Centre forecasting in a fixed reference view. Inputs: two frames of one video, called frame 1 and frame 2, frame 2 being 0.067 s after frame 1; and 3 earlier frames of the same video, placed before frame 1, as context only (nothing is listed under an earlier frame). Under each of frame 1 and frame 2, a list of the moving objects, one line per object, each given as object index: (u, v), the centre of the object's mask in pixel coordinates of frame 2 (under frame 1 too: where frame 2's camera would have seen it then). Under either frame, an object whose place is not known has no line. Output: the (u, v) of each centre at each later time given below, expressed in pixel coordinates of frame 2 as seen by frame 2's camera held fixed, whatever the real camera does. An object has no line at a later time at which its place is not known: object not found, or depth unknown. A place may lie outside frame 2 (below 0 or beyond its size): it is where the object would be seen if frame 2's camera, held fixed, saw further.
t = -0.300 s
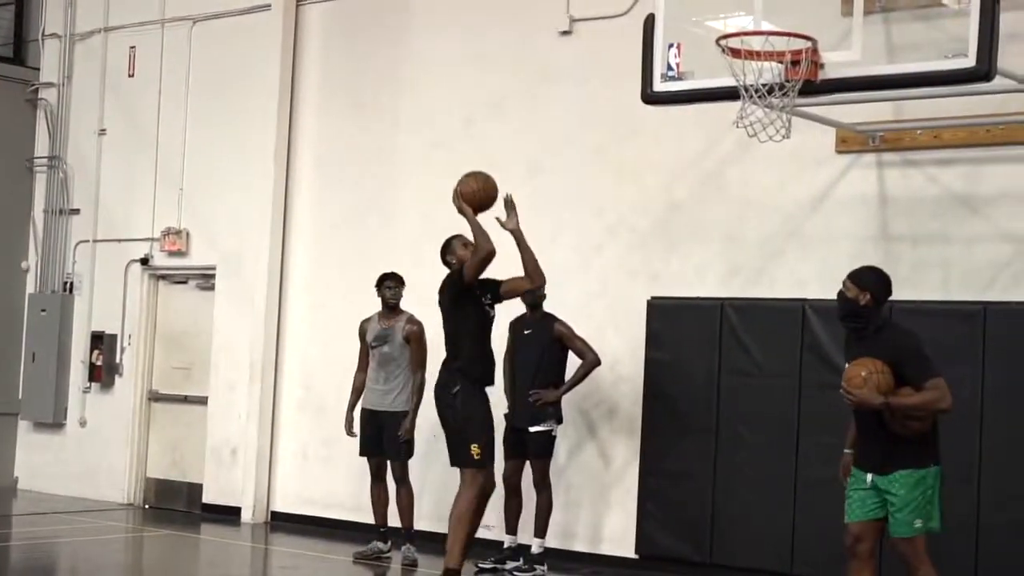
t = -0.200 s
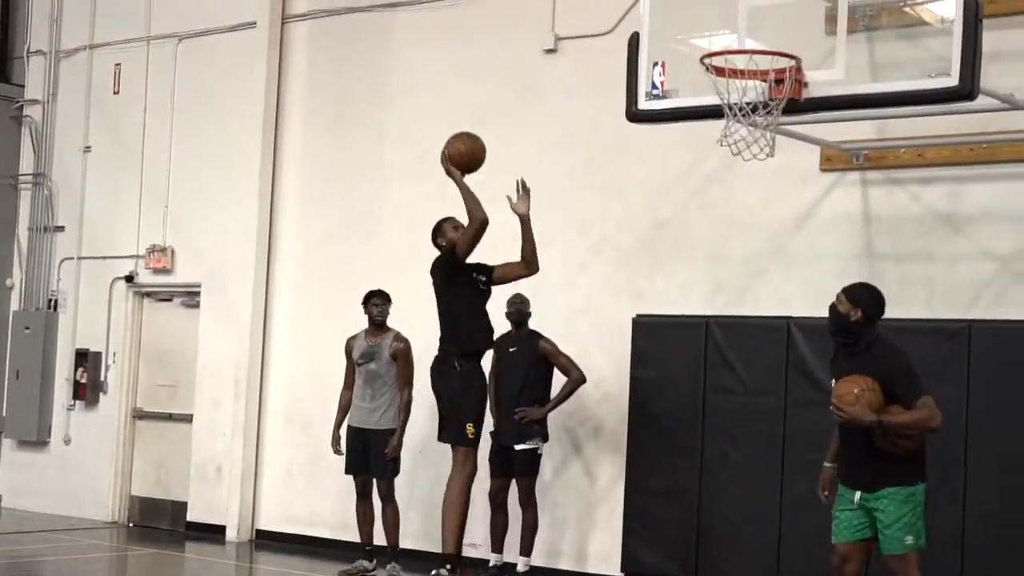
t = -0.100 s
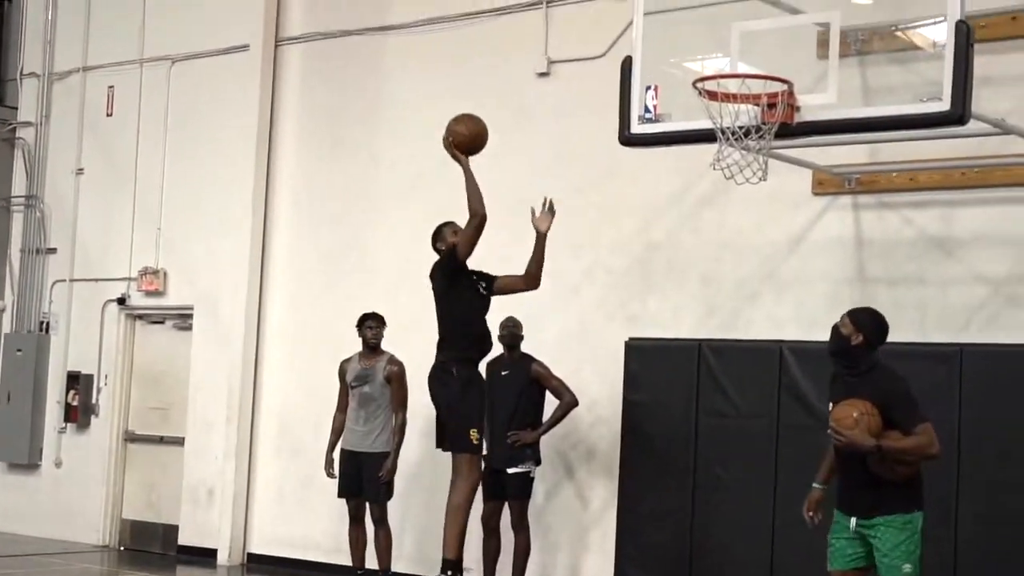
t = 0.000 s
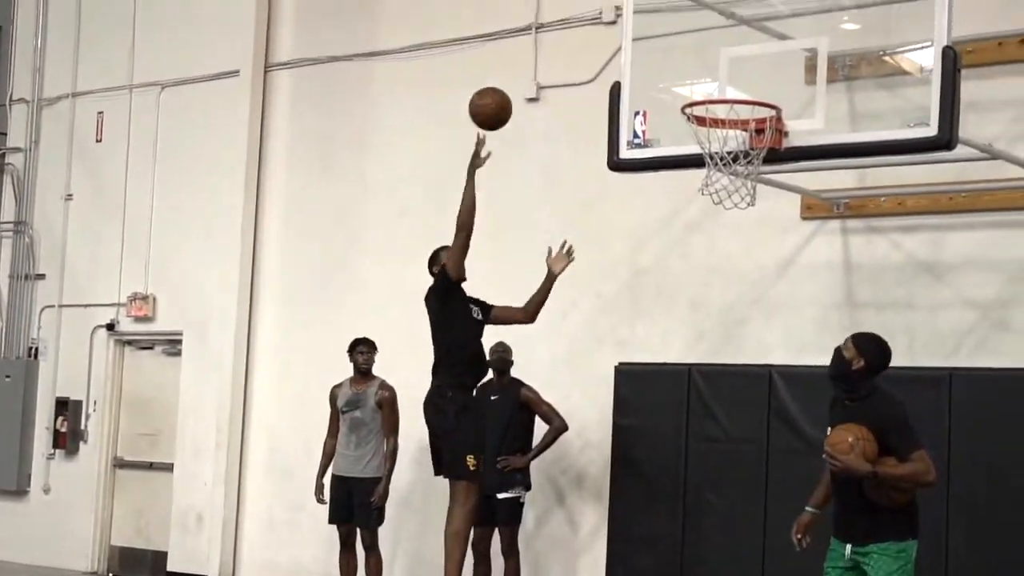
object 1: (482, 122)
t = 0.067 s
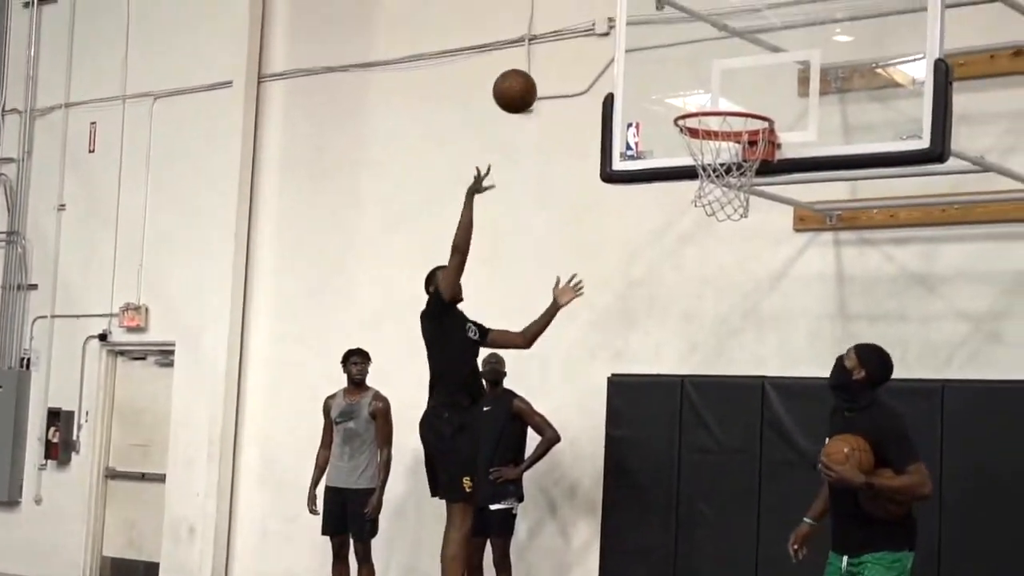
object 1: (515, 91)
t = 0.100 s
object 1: (531, 79)
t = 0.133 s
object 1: (548, 68)
